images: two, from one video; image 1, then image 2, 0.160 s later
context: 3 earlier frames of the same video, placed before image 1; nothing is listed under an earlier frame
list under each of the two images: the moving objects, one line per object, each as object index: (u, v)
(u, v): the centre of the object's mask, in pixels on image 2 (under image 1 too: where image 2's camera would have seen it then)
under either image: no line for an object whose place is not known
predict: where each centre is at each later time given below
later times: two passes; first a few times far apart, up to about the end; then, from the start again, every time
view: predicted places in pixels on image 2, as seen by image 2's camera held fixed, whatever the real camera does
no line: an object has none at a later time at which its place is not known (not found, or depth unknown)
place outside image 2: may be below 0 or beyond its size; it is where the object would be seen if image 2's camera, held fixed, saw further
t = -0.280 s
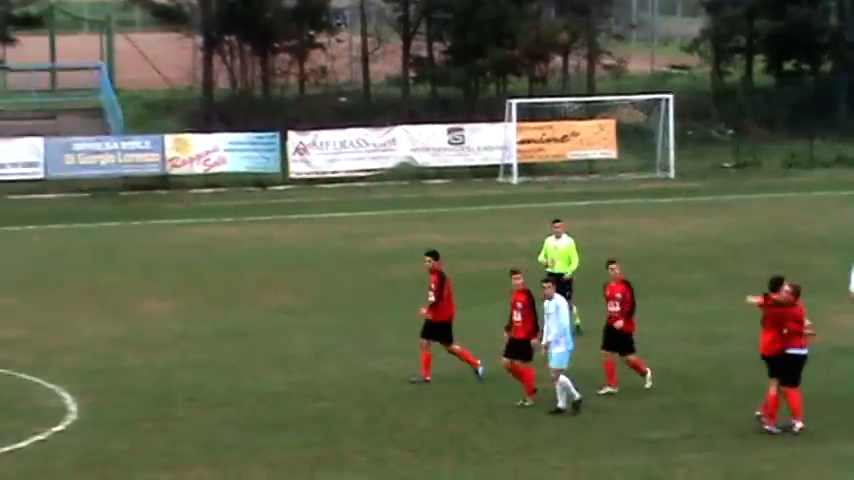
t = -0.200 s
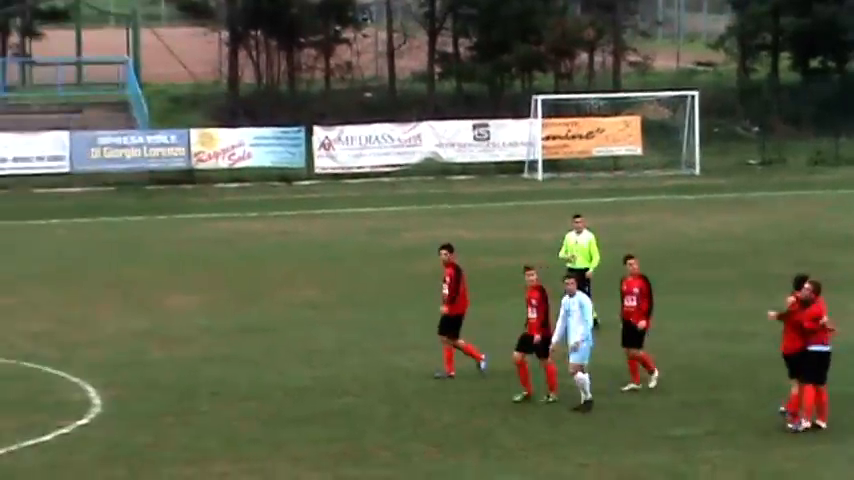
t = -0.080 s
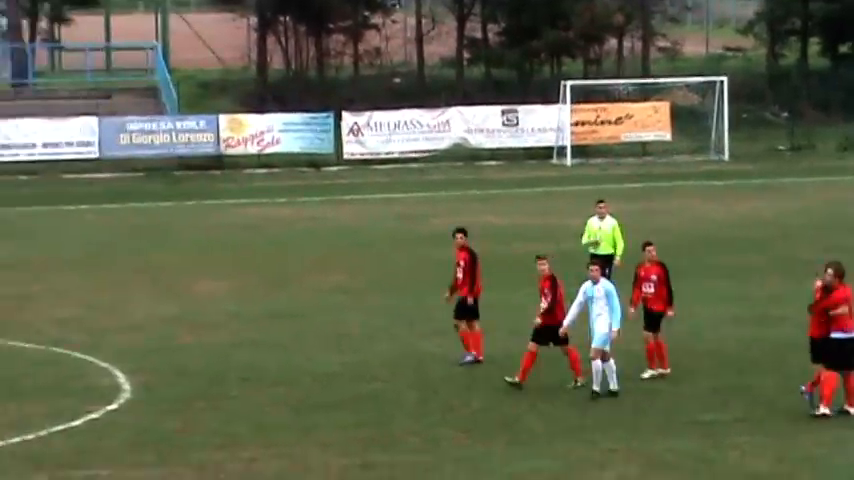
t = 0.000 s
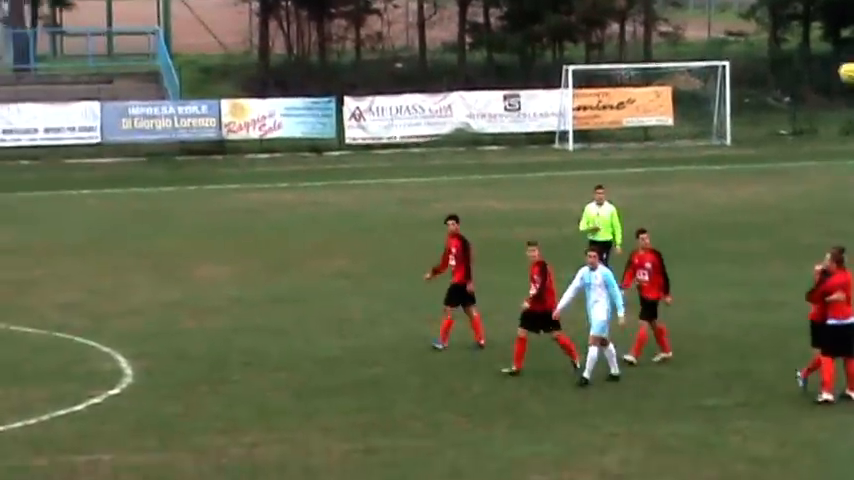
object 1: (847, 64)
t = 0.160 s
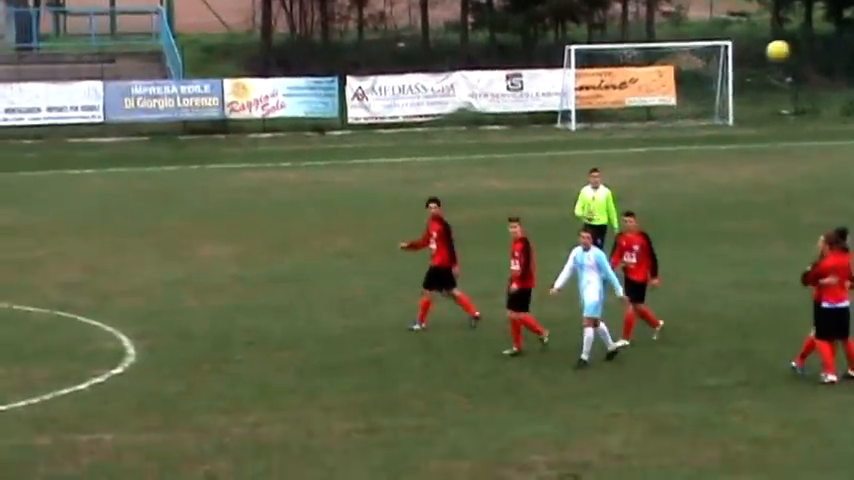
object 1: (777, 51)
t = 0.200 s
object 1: (758, 55)
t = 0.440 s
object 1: (647, 112)
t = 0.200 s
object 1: (758, 55)
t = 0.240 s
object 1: (740, 59)
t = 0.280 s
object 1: (719, 66)
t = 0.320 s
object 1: (700, 74)
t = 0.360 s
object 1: (681, 88)
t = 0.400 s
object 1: (666, 100)
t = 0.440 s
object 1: (647, 112)
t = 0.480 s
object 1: (630, 130)
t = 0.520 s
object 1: (614, 144)
